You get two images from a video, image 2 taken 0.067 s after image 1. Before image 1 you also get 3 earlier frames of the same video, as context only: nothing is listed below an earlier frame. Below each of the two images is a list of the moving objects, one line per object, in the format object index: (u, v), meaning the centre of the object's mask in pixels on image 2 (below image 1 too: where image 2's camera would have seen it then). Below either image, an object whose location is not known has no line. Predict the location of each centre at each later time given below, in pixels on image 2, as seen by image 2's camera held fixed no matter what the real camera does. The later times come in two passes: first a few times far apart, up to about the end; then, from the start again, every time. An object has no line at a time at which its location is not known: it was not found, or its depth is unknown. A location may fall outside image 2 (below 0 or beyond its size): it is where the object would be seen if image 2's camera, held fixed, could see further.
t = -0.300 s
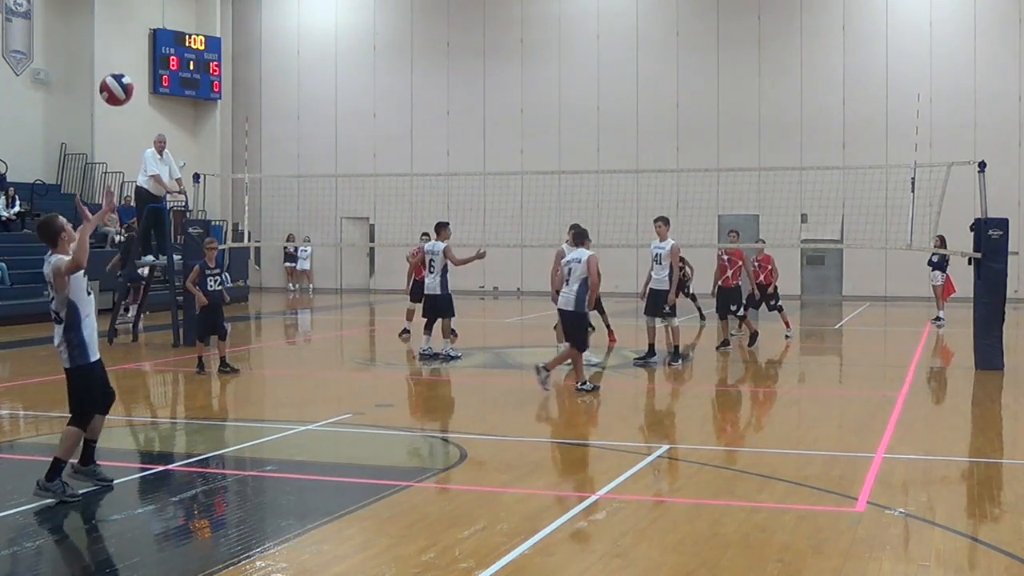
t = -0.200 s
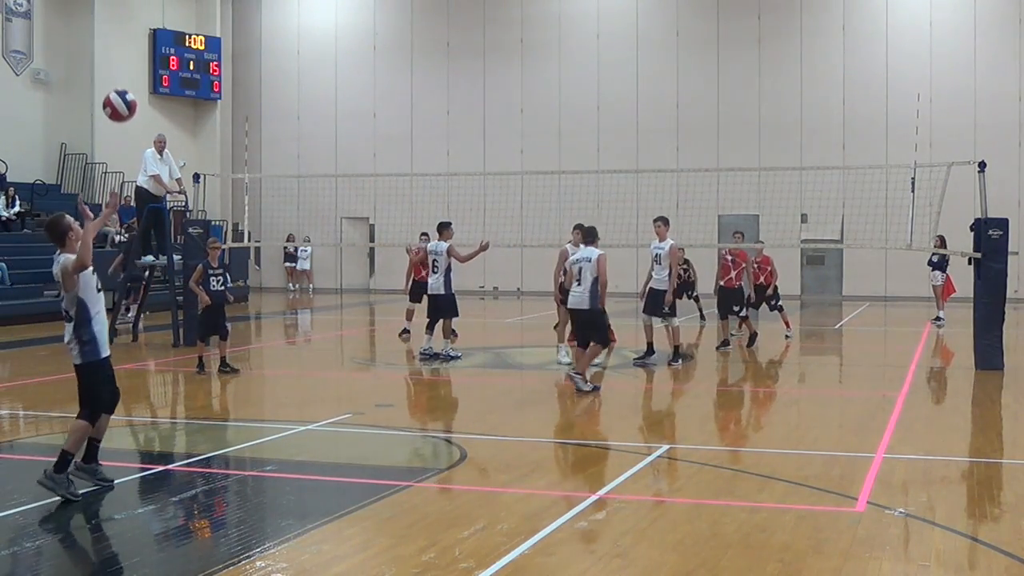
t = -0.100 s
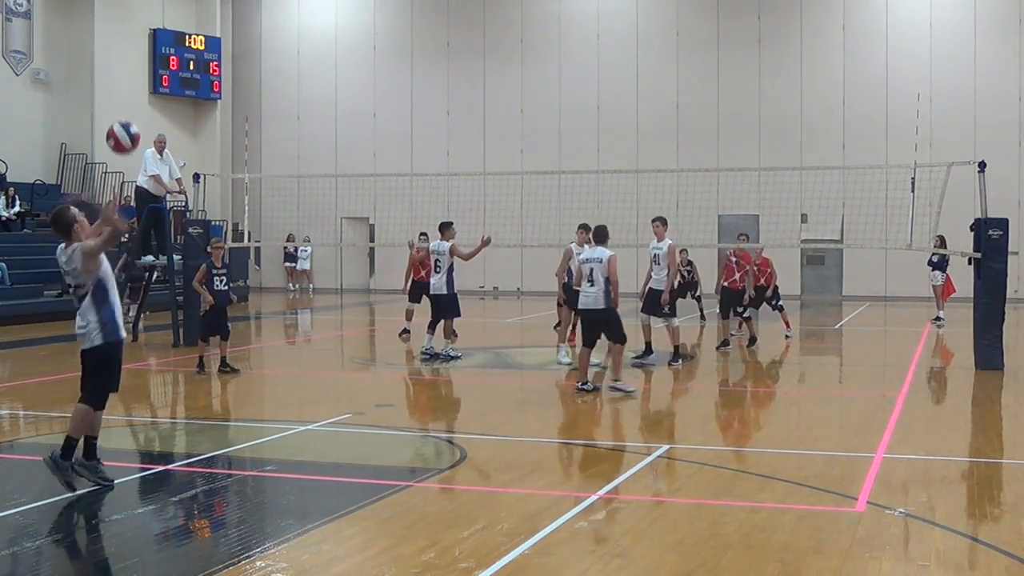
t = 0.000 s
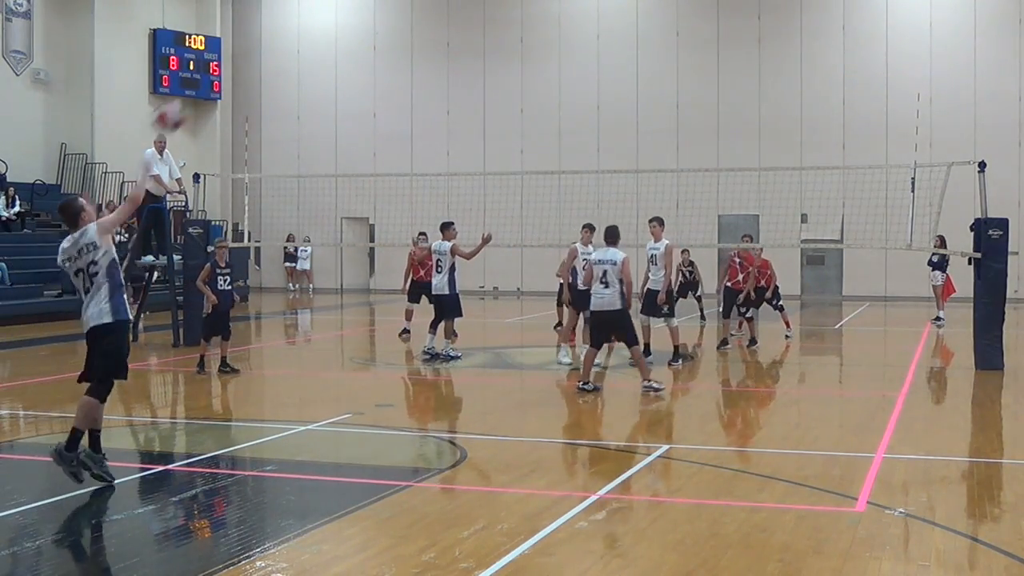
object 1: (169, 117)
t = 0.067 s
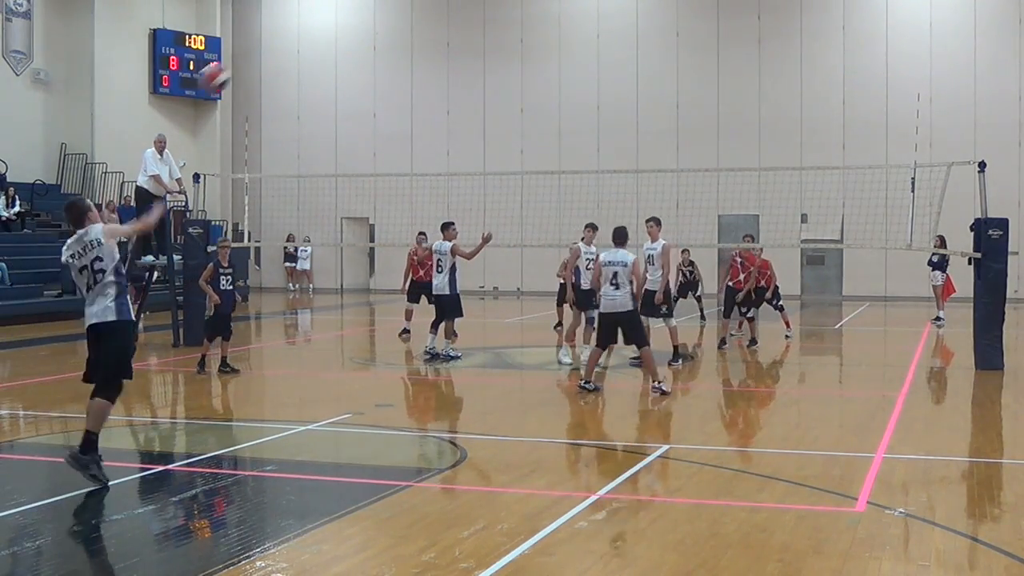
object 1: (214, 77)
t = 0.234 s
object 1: (304, 26)
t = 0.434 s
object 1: (376, 17)
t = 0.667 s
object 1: (434, 52)
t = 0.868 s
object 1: (469, 103)
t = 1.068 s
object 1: (498, 166)
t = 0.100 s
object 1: (236, 63)
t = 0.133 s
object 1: (255, 51)
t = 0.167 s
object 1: (272, 41)
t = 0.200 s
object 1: (289, 32)
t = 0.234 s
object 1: (304, 26)
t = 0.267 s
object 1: (318, 21)
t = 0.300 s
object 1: (331, 18)
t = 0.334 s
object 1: (344, 16)
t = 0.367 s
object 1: (355, 15)
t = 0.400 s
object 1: (366, 16)
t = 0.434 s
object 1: (376, 17)
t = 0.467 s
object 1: (386, 19)
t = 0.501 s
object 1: (395, 23)
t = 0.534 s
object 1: (403, 27)
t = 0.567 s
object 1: (412, 32)
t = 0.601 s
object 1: (420, 37)
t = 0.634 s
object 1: (427, 44)
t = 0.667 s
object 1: (434, 52)
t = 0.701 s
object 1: (440, 59)
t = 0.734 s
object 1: (446, 67)
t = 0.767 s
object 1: (452, 75)
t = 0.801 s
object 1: (459, 84)
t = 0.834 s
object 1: (464, 93)
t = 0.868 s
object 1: (469, 103)
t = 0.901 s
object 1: (474, 113)
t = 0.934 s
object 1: (480, 124)
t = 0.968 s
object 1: (485, 133)
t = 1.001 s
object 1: (490, 145)
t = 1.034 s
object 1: (494, 156)
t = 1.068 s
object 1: (498, 166)
